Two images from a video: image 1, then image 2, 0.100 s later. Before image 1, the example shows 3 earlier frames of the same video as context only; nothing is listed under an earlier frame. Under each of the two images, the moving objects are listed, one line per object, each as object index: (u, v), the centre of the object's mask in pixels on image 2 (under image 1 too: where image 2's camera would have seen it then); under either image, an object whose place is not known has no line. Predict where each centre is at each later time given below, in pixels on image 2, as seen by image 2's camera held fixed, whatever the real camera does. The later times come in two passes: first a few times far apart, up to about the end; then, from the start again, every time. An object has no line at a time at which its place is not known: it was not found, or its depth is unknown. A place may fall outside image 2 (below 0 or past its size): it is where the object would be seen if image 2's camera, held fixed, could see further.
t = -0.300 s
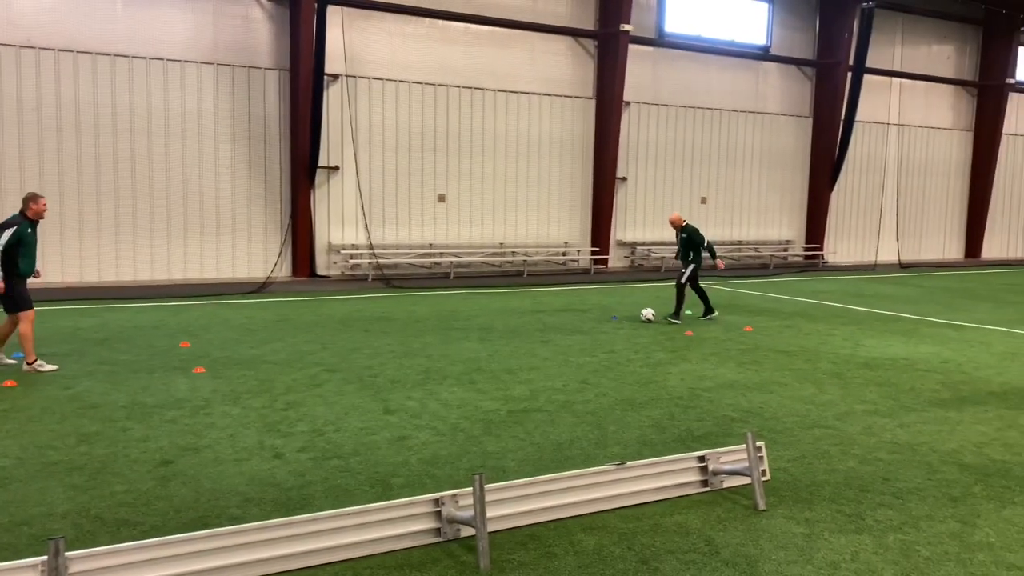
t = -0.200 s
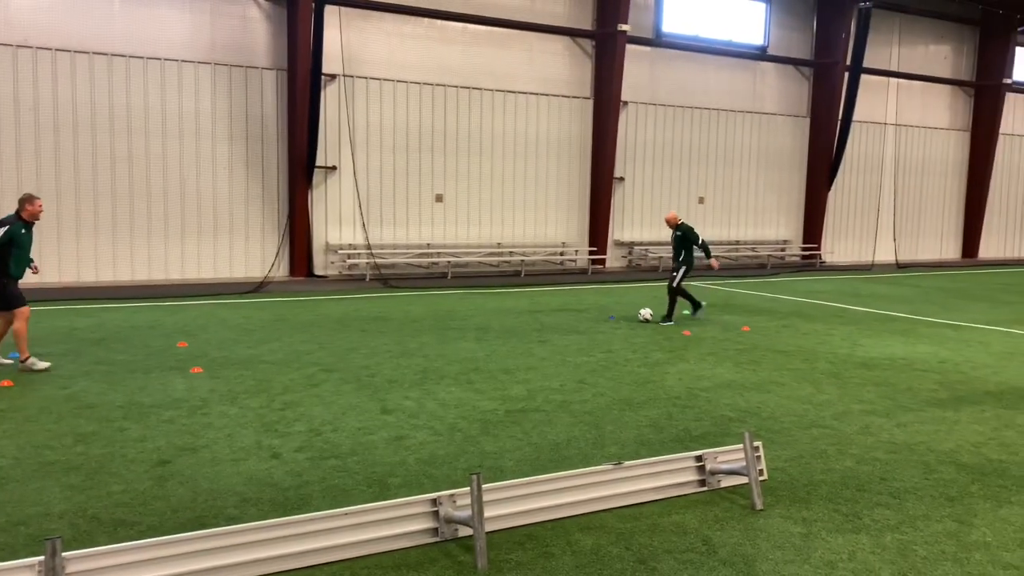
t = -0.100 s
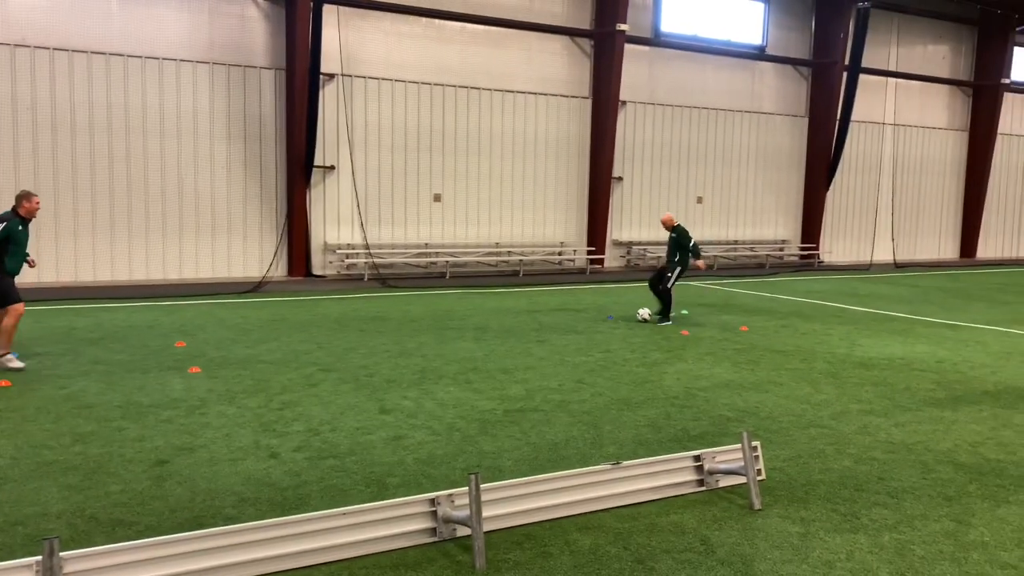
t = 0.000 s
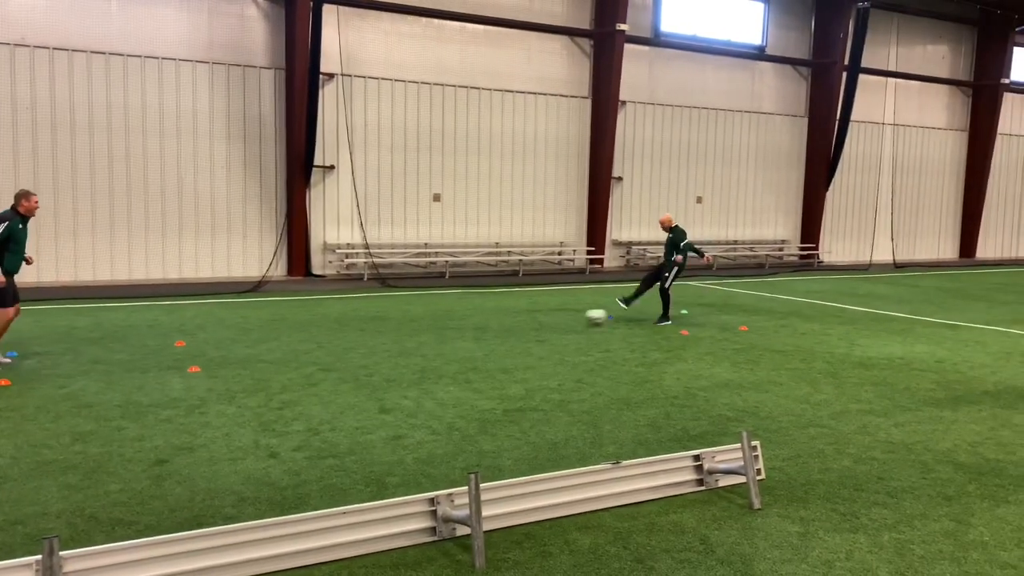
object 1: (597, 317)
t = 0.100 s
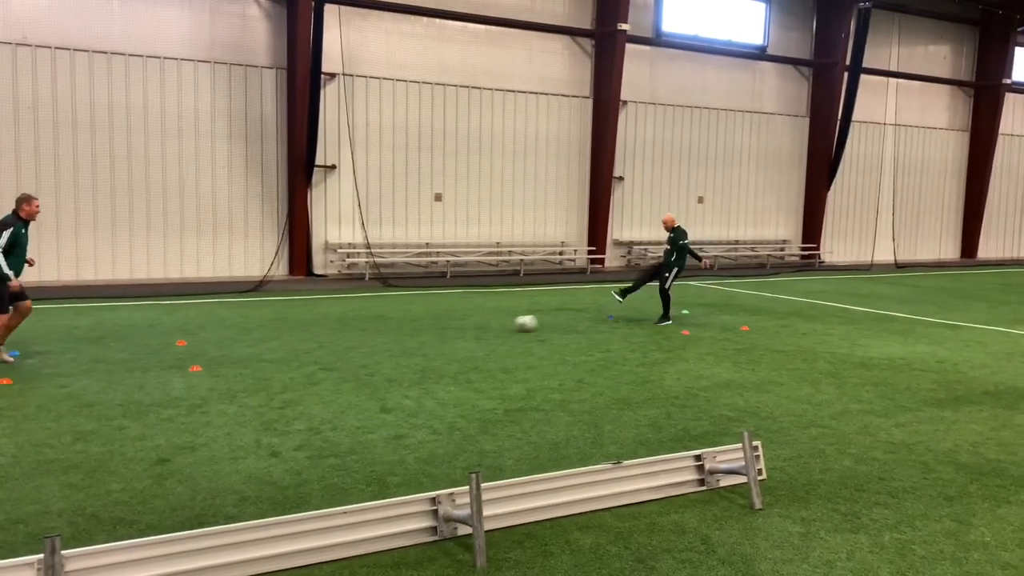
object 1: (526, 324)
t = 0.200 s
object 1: (450, 329)
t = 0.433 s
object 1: (252, 344)
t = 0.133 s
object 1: (500, 326)
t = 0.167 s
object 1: (475, 327)
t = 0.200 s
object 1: (450, 329)
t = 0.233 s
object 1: (422, 332)
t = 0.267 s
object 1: (396, 334)
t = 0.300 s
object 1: (368, 336)
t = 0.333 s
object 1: (340, 338)
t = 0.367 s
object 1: (310, 341)
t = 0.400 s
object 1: (281, 343)
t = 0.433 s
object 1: (252, 344)
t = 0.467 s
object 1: (219, 347)
